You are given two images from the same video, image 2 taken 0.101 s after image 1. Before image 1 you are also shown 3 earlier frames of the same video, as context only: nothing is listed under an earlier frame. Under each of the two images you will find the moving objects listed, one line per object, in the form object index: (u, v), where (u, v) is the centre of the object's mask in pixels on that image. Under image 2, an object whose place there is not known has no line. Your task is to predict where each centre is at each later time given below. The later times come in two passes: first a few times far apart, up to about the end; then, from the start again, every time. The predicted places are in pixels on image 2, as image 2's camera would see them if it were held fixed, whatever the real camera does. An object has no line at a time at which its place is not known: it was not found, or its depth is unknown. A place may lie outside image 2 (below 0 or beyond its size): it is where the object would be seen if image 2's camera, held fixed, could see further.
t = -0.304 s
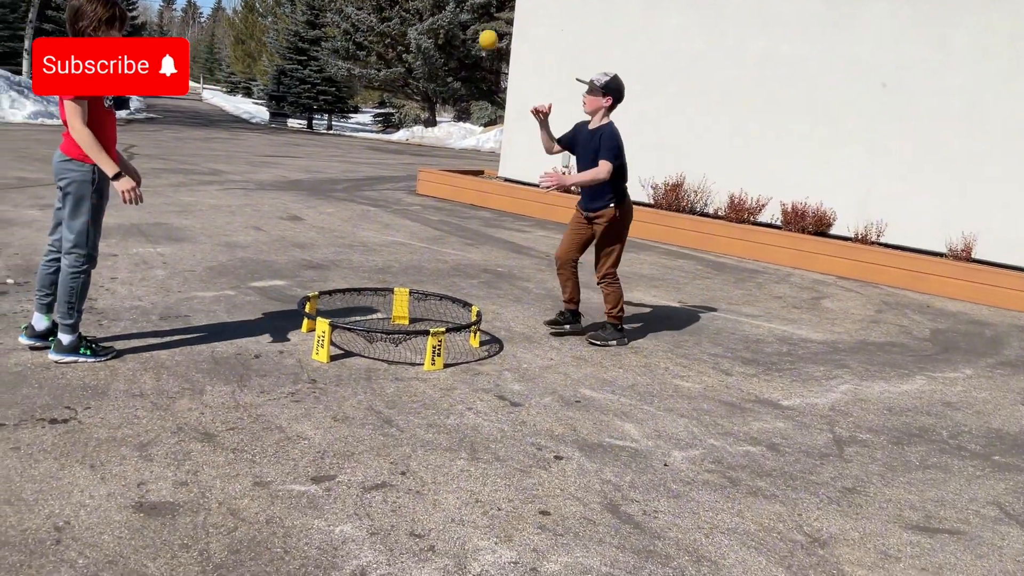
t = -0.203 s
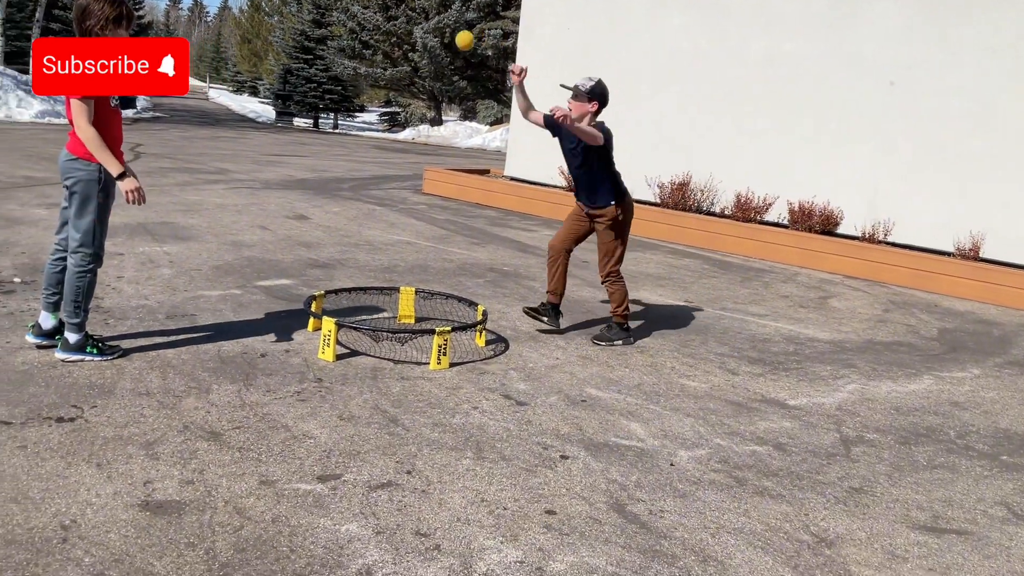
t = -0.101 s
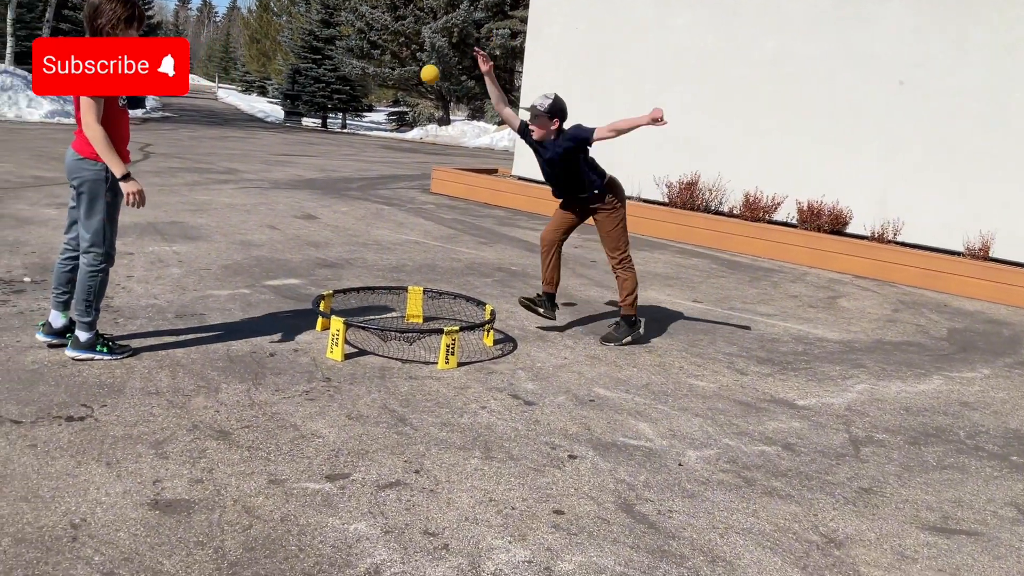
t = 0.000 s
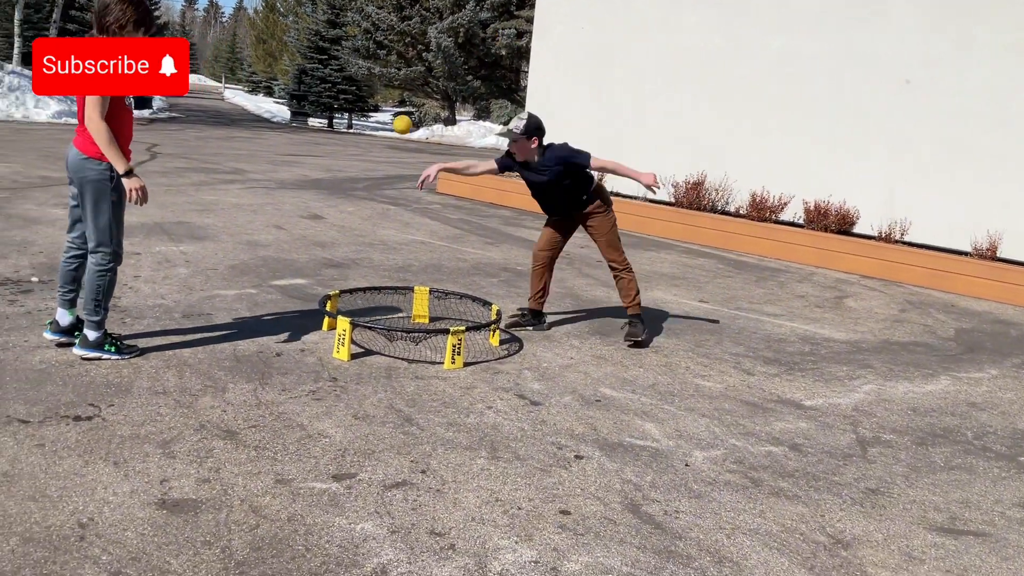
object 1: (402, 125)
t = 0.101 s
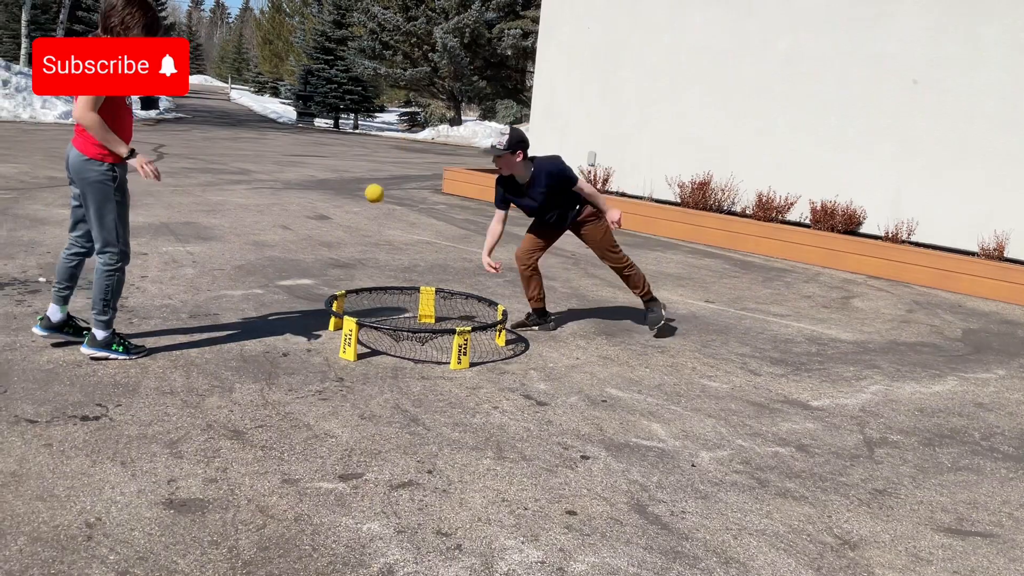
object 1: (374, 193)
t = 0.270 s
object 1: (341, 273)
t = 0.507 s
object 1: (375, 234)
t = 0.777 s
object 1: (405, 318)
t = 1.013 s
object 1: (413, 269)
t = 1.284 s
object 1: (413, 320)
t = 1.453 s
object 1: (415, 298)
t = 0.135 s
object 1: (362, 220)
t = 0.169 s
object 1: (351, 248)
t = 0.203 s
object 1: (339, 279)
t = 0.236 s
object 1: (335, 287)
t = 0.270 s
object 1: (341, 273)
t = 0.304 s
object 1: (346, 261)
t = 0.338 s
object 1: (351, 251)
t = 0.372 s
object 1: (357, 244)
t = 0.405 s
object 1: (362, 238)
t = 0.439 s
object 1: (366, 234)
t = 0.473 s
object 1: (371, 233)
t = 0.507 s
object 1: (375, 234)
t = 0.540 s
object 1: (380, 236)
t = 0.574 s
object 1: (384, 241)
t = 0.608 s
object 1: (388, 249)
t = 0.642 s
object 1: (392, 259)
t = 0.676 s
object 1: (395, 271)
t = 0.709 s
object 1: (399, 284)
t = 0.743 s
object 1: (402, 301)
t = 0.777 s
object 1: (405, 318)
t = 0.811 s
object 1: (406, 317)
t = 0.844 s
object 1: (408, 304)
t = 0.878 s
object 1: (410, 292)
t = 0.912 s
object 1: (411, 283)
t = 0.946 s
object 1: (412, 276)
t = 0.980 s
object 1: (413, 272)
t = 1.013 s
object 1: (413, 269)
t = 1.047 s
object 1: (414, 269)
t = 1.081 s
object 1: (415, 271)
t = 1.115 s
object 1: (415, 275)
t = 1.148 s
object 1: (415, 282)
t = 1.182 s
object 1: (414, 291)
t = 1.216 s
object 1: (413, 302)
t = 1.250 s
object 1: (412, 316)
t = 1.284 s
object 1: (413, 320)
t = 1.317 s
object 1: (413, 310)
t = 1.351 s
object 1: (414, 304)
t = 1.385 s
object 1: (415, 300)
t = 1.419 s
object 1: (415, 298)
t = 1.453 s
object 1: (415, 298)
